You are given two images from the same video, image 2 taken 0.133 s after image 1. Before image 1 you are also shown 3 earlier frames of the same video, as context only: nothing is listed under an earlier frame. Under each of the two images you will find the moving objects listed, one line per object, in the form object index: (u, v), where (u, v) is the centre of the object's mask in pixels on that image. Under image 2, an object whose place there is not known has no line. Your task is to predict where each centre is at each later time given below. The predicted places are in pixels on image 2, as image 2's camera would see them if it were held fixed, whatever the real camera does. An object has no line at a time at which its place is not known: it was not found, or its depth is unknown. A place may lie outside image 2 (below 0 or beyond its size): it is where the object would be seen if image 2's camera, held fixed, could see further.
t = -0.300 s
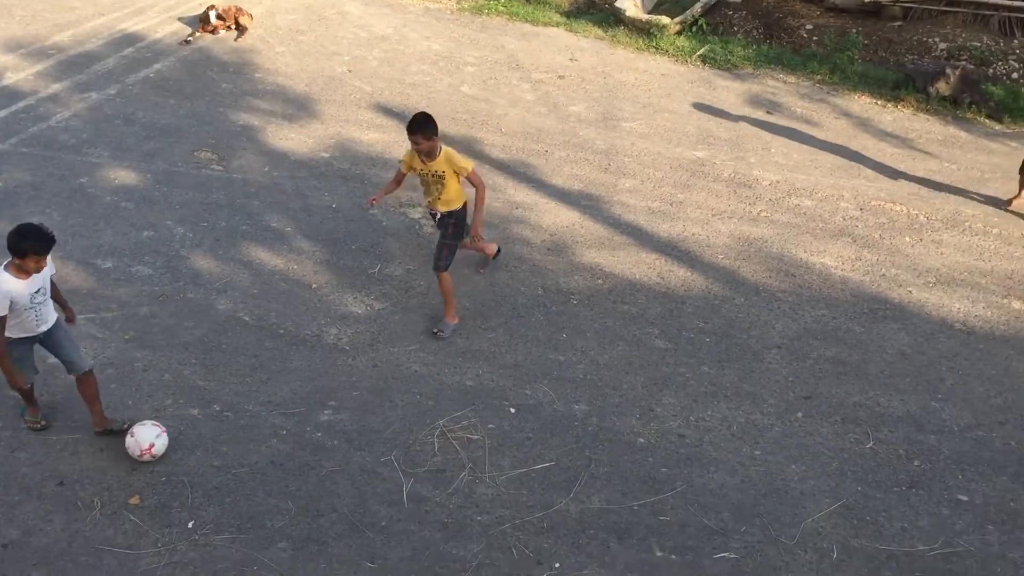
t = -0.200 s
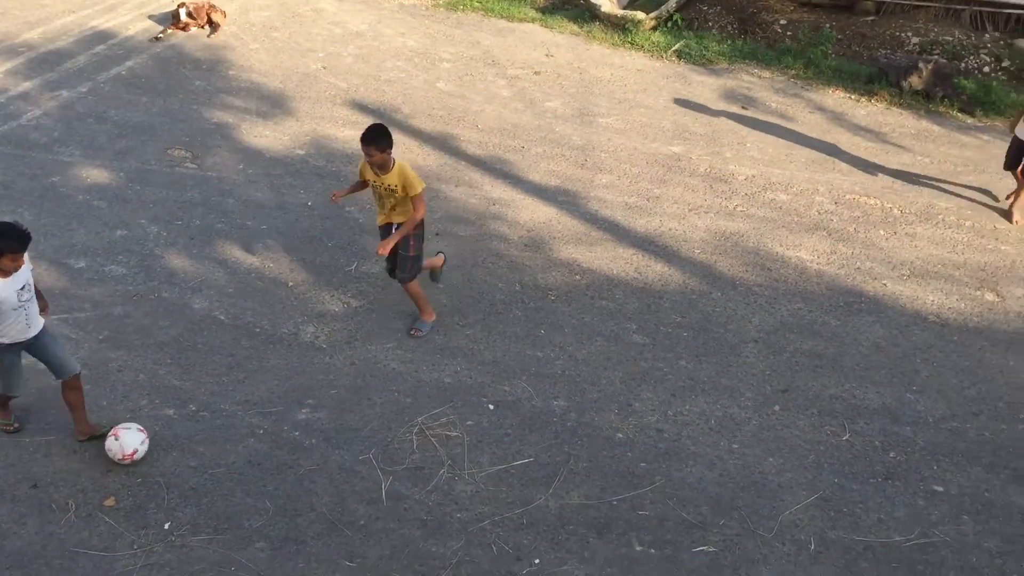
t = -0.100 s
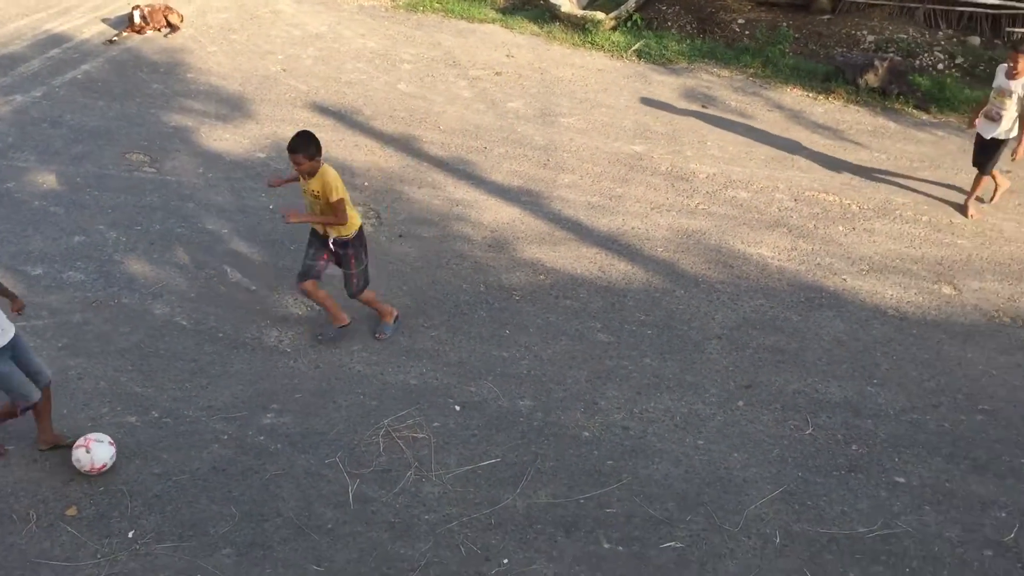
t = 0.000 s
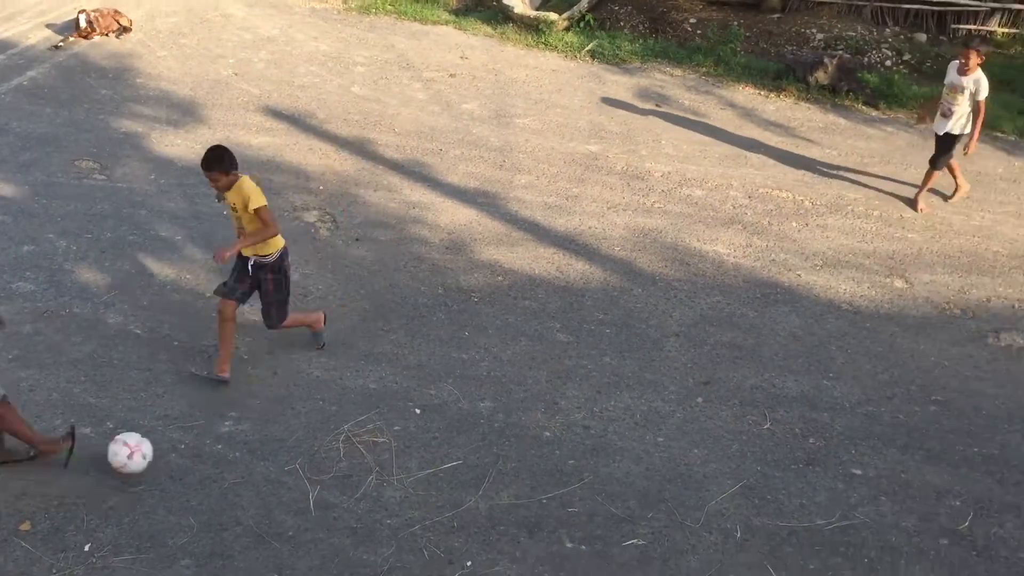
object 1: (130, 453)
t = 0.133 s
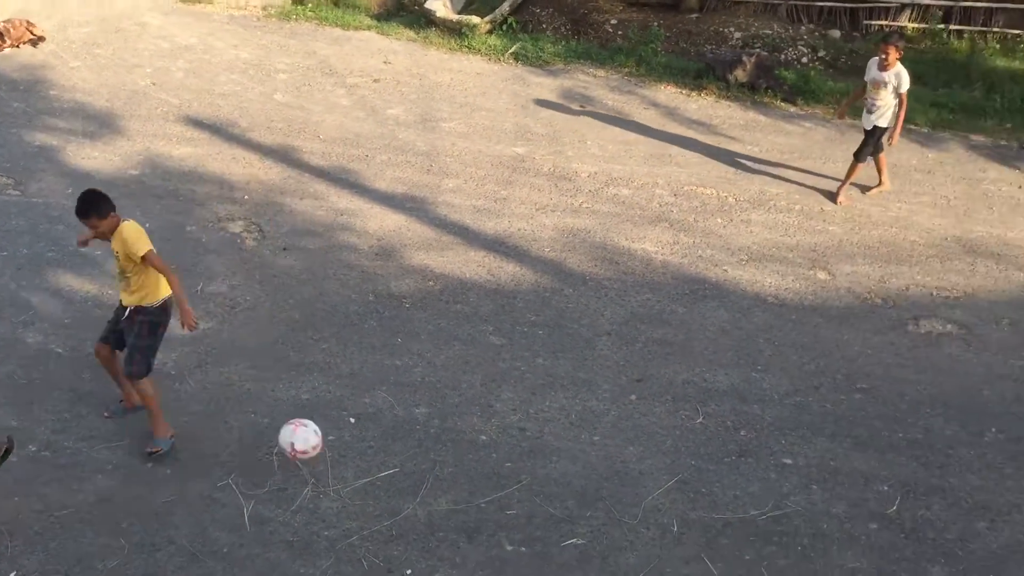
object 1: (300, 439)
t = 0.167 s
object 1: (361, 434)
